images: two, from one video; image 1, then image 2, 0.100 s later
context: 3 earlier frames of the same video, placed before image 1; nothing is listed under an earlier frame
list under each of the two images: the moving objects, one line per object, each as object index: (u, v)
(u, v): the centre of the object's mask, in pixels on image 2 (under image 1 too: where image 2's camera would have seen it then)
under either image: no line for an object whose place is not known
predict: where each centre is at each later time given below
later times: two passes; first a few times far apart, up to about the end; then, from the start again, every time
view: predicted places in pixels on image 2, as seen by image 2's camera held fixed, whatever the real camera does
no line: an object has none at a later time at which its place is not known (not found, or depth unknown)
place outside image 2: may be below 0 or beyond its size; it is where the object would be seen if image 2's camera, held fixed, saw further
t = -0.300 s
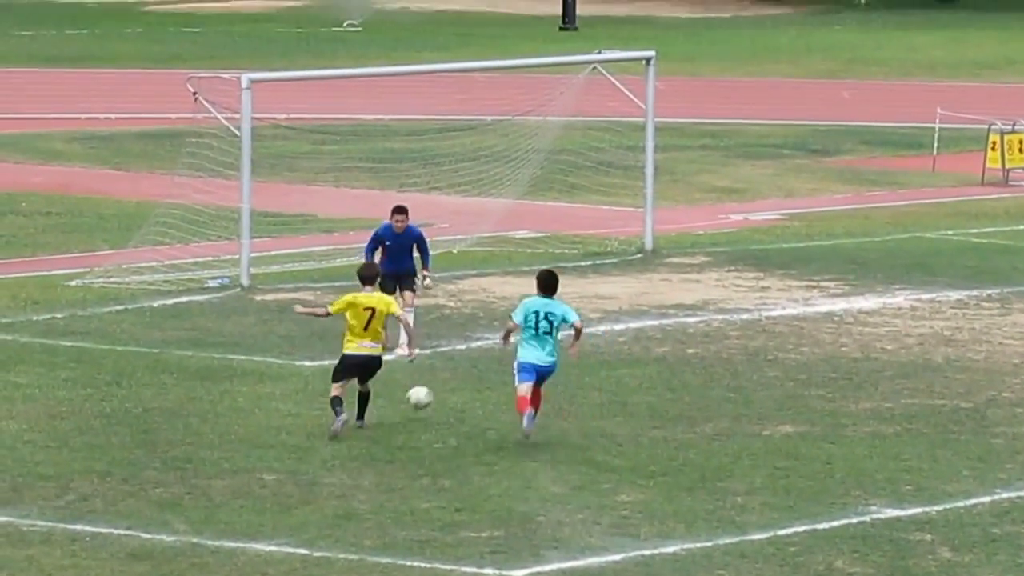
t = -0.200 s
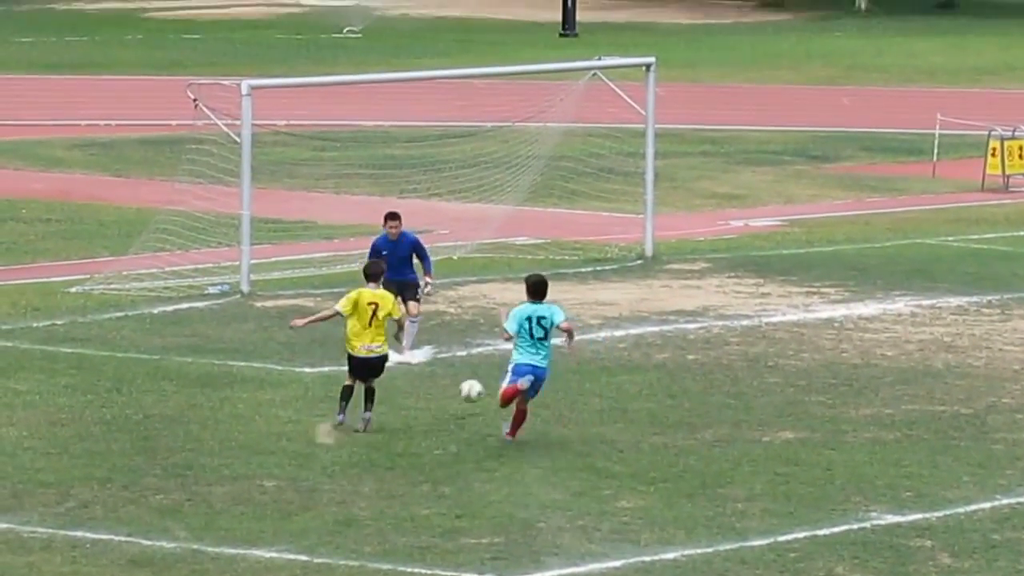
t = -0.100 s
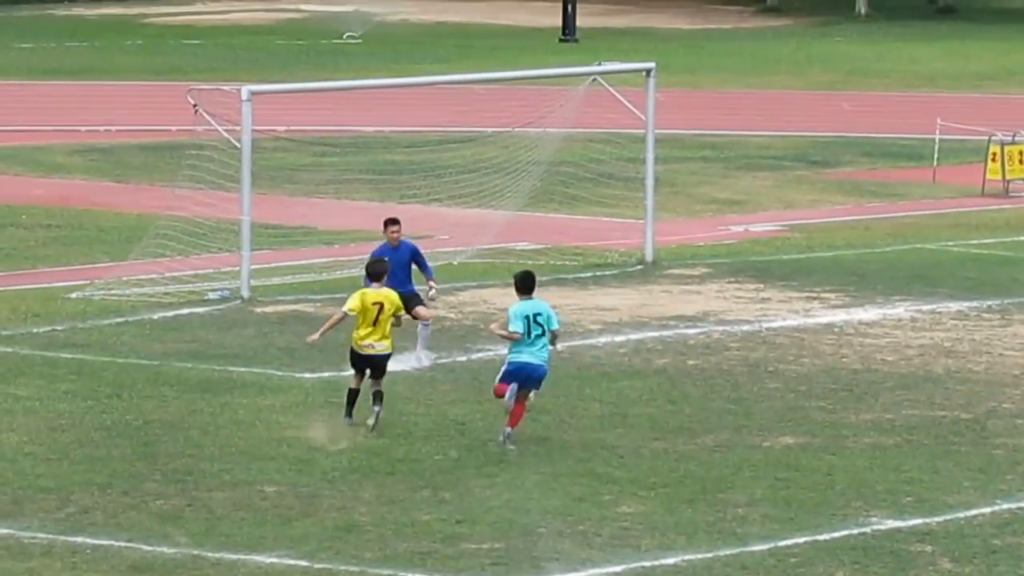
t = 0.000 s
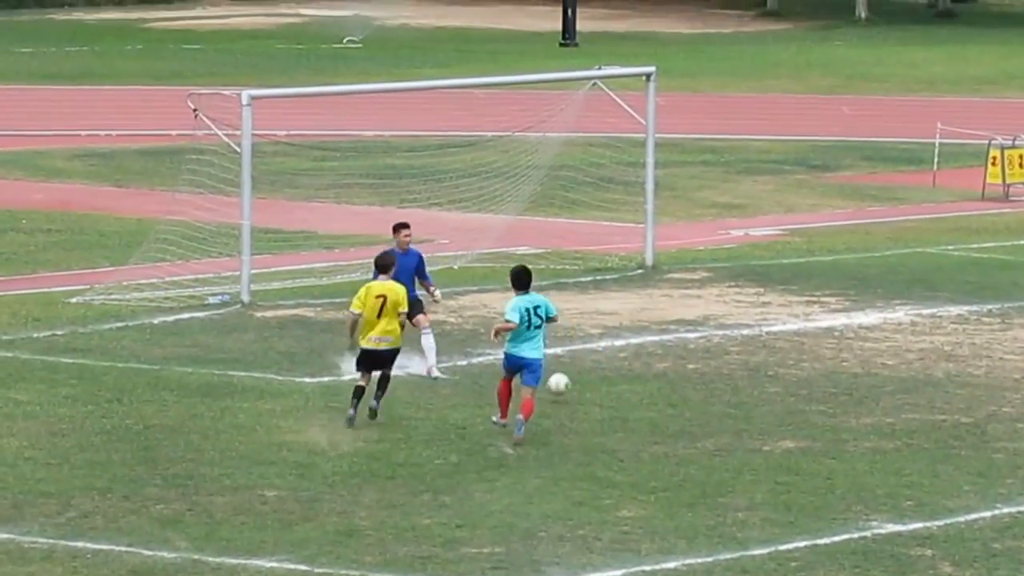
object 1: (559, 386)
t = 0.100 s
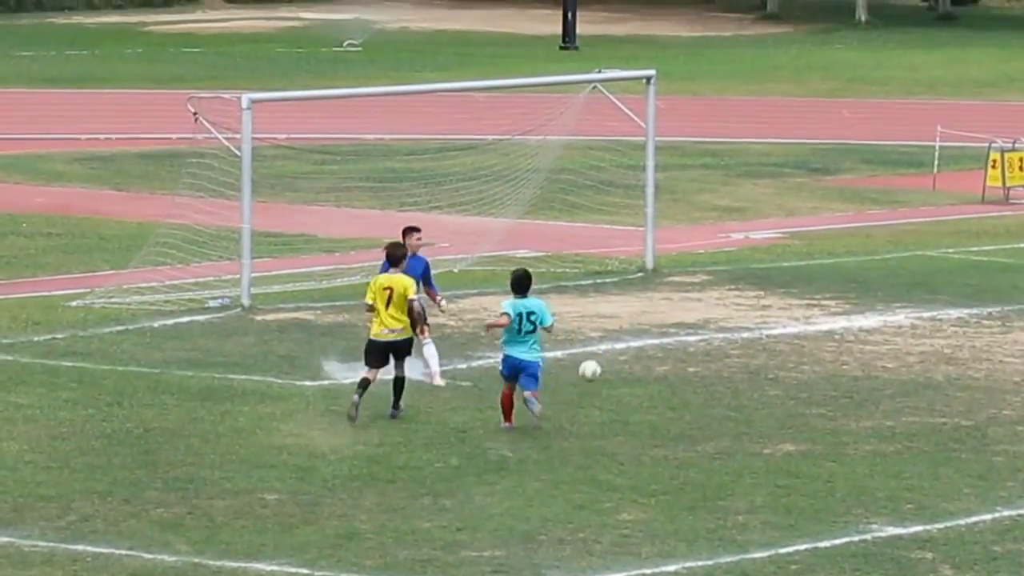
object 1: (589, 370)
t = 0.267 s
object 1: (638, 369)
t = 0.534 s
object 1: (711, 347)
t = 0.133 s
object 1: (599, 368)
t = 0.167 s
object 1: (609, 366)
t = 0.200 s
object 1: (619, 366)
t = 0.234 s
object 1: (629, 366)
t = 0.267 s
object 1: (638, 369)
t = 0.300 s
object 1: (648, 372)
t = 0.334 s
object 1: (658, 367)
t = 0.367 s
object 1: (666, 360)
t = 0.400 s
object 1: (675, 355)
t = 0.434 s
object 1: (685, 351)
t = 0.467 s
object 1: (694, 348)
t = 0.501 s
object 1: (702, 346)
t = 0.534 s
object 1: (711, 347)
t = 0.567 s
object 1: (720, 348)
